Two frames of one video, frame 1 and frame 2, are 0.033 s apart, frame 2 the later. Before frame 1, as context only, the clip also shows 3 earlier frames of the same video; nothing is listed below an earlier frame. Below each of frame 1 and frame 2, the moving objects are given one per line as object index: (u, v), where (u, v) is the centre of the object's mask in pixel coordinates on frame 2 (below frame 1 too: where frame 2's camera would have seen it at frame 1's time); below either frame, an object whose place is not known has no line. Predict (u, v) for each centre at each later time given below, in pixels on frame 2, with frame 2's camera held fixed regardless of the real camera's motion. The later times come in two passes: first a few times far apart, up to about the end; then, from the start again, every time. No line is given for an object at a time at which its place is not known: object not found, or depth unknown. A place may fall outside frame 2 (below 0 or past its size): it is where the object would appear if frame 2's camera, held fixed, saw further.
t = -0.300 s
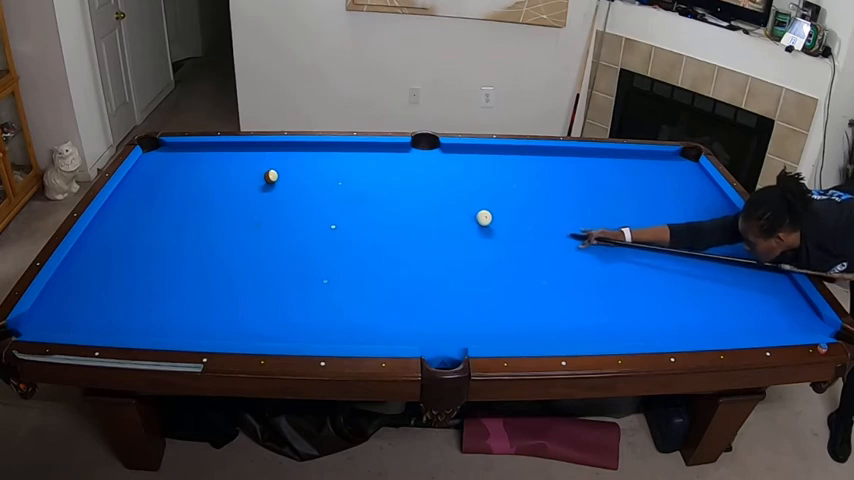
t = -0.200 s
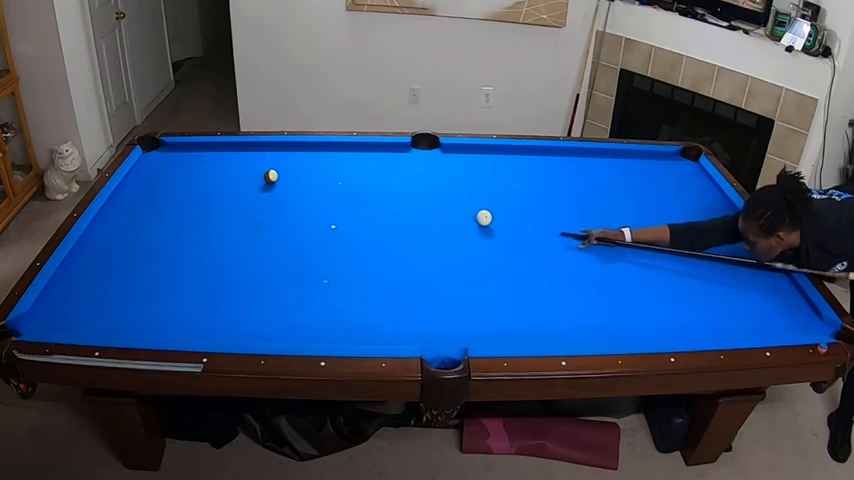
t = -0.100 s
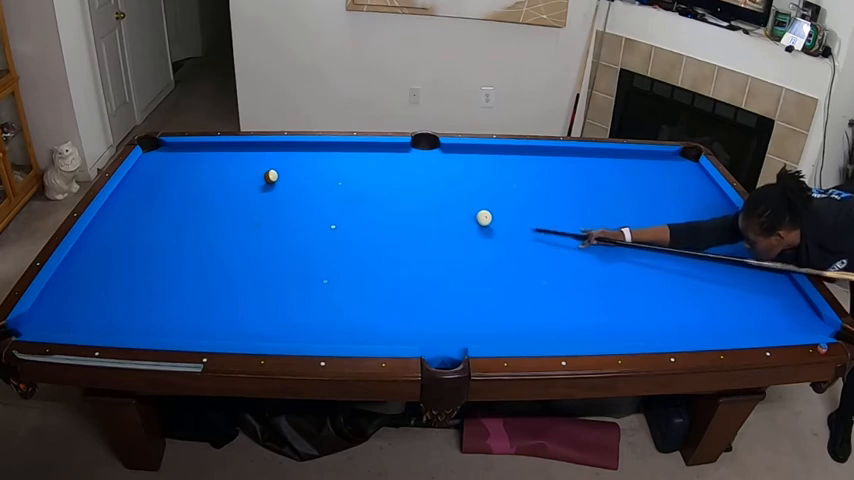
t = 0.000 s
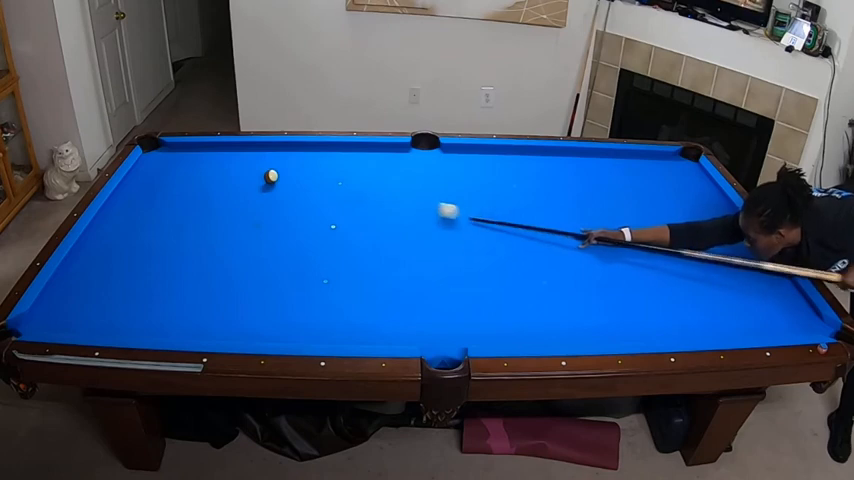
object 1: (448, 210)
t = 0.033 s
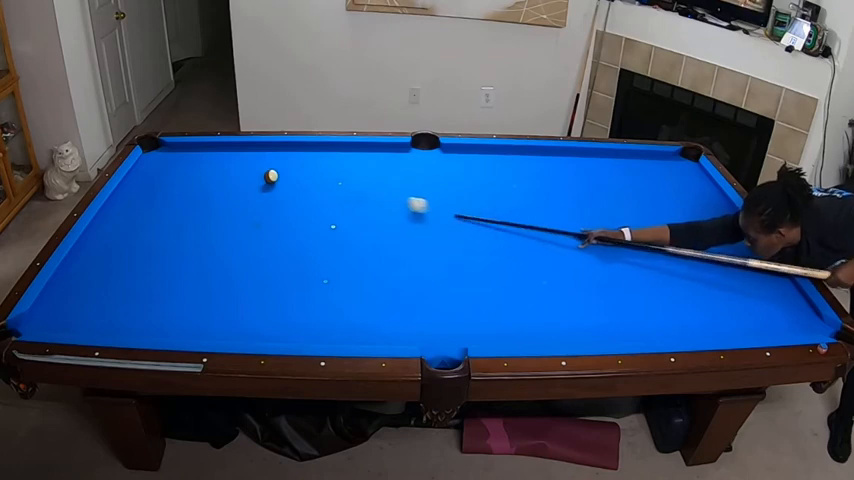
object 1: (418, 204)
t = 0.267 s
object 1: (281, 180)
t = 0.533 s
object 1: (280, 183)
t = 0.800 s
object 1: (278, 186)
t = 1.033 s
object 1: (278, 187)
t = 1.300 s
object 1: (277, 188)
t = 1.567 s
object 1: (278, 189)
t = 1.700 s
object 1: (278, 189)
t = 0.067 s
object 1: (388, 199)
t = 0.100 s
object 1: (361, 194)
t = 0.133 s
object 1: (335, 189)
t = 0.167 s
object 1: (311, 184)
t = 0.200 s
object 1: (288, 180)
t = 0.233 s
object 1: (282, 179)
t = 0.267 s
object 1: (281, 180)
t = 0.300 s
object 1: (281, 180)
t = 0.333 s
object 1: (281, 181)
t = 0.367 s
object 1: (281, 181)
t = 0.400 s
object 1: (280, 182)
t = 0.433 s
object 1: (280, 182)
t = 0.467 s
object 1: (280, 182)
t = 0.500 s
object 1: (280, 183)
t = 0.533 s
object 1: (280, 183)
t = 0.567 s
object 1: (279, 184)
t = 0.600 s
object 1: (279, 184)
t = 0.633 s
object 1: (279, 184)
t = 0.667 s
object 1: (279, 185)
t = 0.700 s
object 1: (279, 185)
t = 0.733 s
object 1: (278, 185)
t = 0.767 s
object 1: (278, 185)
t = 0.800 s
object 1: (278, 186)
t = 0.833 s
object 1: (278, 186)
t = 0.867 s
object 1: (278, 186)
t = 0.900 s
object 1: (278, 187)
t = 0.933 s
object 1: (278, 187)
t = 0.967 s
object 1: (278, 187)
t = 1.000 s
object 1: (278, 187)
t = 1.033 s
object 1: (278, 187)
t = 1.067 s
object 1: (277, 188)
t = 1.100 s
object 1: (277, 188)
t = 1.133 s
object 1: (277, 188)
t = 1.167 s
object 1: (277, 188)
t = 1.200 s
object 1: (277, 188)
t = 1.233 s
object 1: (277, 188)
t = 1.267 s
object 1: (277, 188)
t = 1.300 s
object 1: (277, 188)
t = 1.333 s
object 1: (277, 188)
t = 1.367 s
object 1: (277, 188)
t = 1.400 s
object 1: (278, 188)
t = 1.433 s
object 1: (278, 188)
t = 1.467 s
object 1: (278, 188)
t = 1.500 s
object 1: (278, 188)
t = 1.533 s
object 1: (278, 188)
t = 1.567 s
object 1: (278, 189)
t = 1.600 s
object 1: (278, 189)
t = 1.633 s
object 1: (278, 189)
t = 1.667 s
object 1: (278, 189)
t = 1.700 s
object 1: (278, 189)
